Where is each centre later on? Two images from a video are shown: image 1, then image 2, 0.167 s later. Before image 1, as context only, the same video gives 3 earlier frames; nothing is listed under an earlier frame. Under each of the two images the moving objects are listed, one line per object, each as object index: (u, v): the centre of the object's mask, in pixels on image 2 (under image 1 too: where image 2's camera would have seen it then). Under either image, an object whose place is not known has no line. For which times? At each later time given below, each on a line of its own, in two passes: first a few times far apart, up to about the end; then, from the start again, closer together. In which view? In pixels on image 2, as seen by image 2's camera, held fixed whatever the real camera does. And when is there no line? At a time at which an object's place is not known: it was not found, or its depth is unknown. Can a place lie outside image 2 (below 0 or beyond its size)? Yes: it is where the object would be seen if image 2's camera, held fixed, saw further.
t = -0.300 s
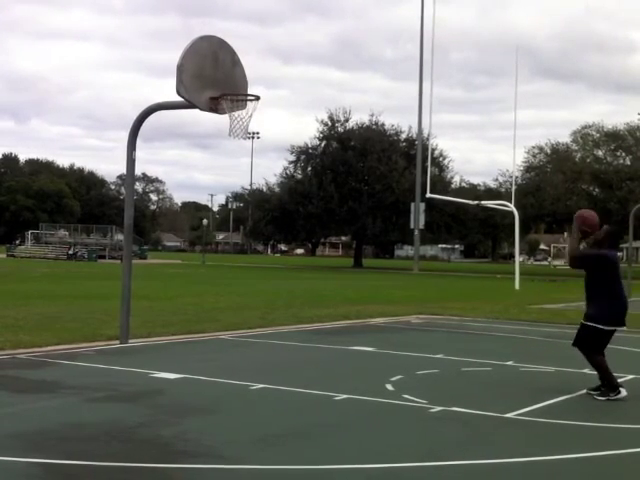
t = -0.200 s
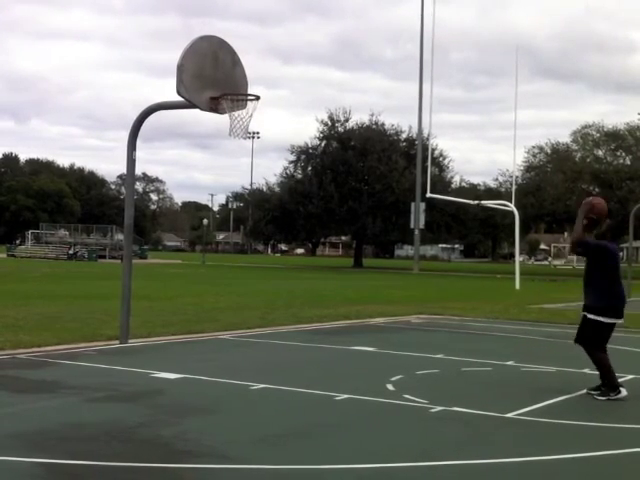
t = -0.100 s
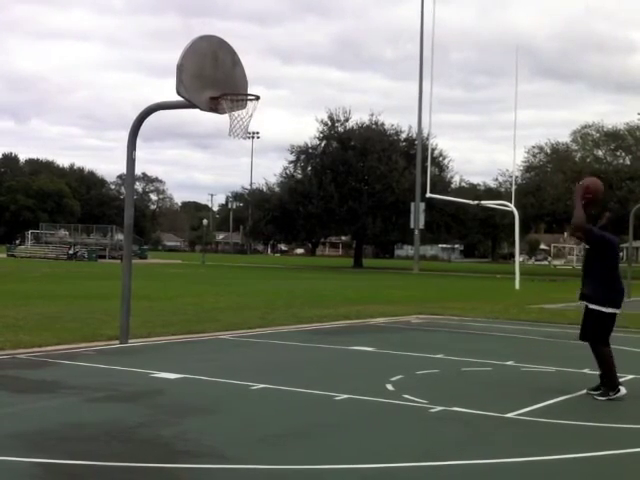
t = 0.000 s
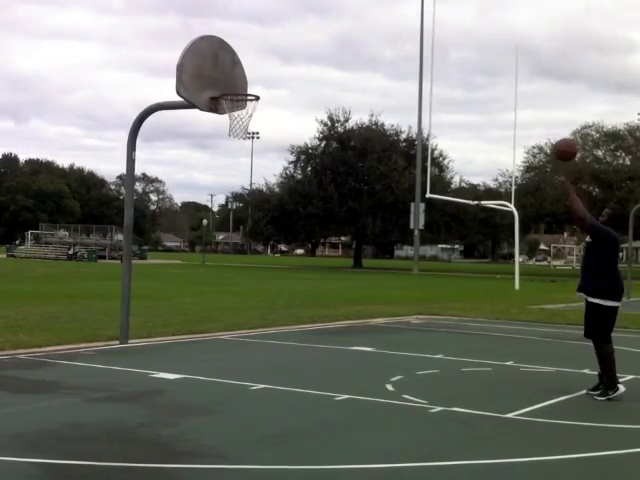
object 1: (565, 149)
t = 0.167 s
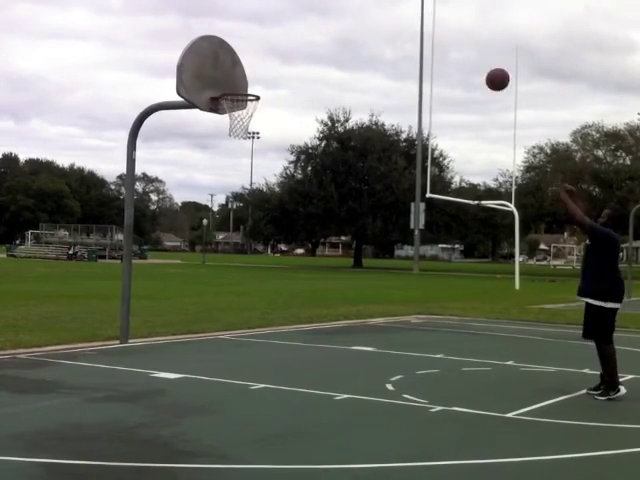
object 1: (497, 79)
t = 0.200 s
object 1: (484, 69)
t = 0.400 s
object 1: (409, 29)
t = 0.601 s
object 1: (341, 26)
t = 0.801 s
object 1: (276, 56)
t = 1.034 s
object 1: (239, 122)
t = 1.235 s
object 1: (262, 158)
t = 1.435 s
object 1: (282, 226)
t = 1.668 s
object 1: (303, 347)
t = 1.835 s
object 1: (323, 289)
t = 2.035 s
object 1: (346, 246)
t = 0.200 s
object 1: (484, 69)
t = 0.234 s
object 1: (471, 60)
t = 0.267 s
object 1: (459, 52)
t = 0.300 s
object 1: (445, 45)
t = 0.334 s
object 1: (433, 38)
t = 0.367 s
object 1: (421, 33)
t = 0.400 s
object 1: (409, 29)
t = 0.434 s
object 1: (397, 26)
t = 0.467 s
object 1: (385, 24)
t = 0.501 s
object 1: (374, 23)
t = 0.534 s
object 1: (363, 23)
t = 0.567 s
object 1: (352, 24)
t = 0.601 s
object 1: (341, 26)
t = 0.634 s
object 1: (329, 29)
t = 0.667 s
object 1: (319, 33)
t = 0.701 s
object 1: (308, 37)
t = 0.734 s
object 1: (297, 42)
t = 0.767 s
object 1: (287, 49)
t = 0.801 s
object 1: (276, 56)
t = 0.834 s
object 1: (266, 63)
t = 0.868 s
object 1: (255, 72)
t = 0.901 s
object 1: (246, 82)
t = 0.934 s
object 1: (235, 90)
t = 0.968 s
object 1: (231, 104)
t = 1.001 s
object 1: (235, 112)
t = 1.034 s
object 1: (239, 122)
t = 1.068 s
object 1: (244, 127)
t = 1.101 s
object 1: (248, 131)
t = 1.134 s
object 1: (251, 137)
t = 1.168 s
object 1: (255, 143)
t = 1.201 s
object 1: (259, 150)
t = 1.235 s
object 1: (262, 158)
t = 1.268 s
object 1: (266, 168)
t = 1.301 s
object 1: (269, 178)
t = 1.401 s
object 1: (279, 212)
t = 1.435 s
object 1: (282, 226)
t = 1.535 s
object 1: (292, 273)
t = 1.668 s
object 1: (303, 347)
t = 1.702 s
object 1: (307, 333)
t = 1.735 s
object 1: (311, 321)
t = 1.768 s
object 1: (315, 310)
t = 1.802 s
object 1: (319, 299)
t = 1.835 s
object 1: (323, 289)
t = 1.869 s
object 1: (327, 278)
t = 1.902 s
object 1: (331, 271)
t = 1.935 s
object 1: (335, 264)
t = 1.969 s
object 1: (338, 257)
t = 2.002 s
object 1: (343, 250)
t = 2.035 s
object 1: (346, 246)
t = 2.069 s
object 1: (350, 242)
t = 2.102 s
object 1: (353, 238)
